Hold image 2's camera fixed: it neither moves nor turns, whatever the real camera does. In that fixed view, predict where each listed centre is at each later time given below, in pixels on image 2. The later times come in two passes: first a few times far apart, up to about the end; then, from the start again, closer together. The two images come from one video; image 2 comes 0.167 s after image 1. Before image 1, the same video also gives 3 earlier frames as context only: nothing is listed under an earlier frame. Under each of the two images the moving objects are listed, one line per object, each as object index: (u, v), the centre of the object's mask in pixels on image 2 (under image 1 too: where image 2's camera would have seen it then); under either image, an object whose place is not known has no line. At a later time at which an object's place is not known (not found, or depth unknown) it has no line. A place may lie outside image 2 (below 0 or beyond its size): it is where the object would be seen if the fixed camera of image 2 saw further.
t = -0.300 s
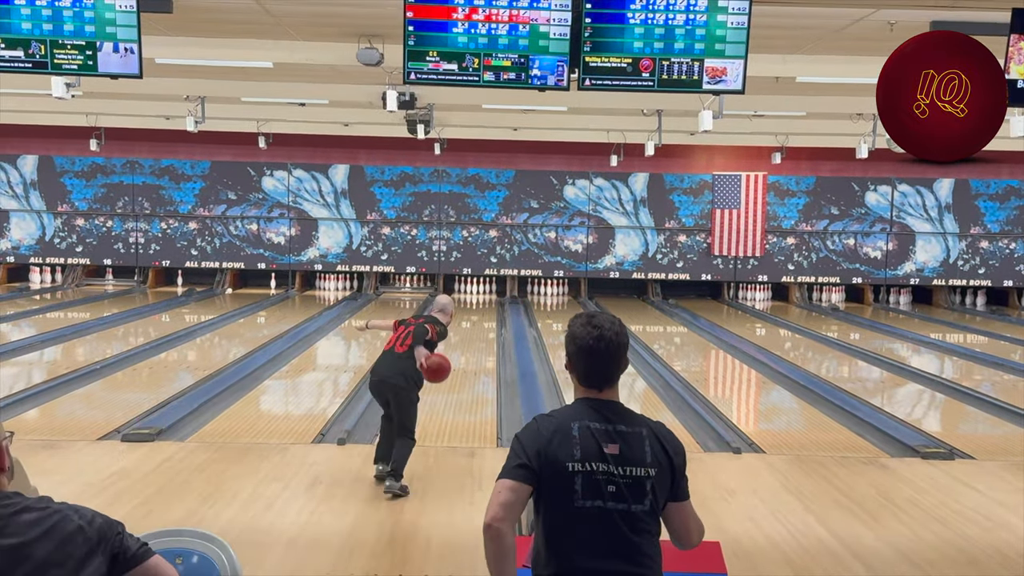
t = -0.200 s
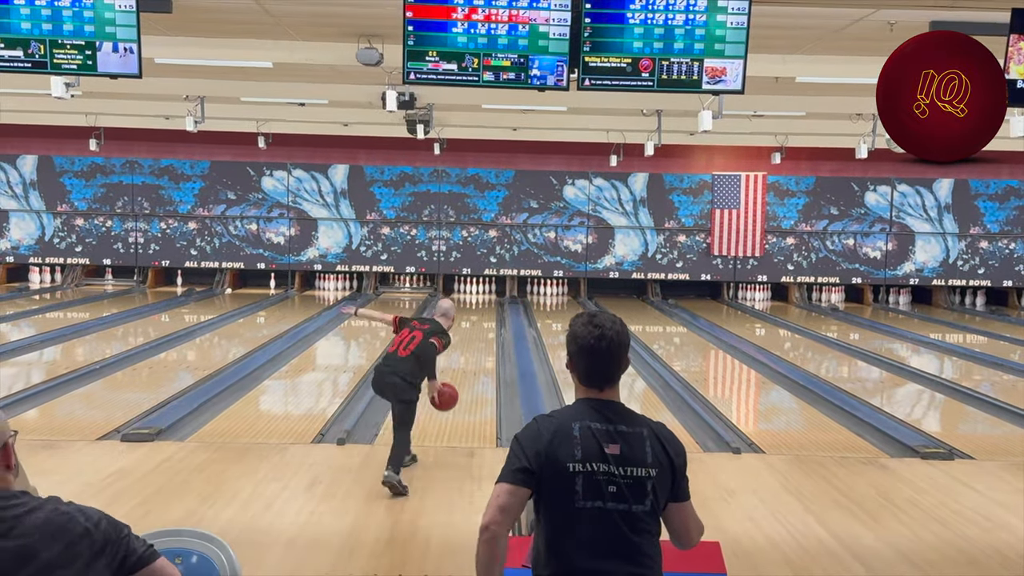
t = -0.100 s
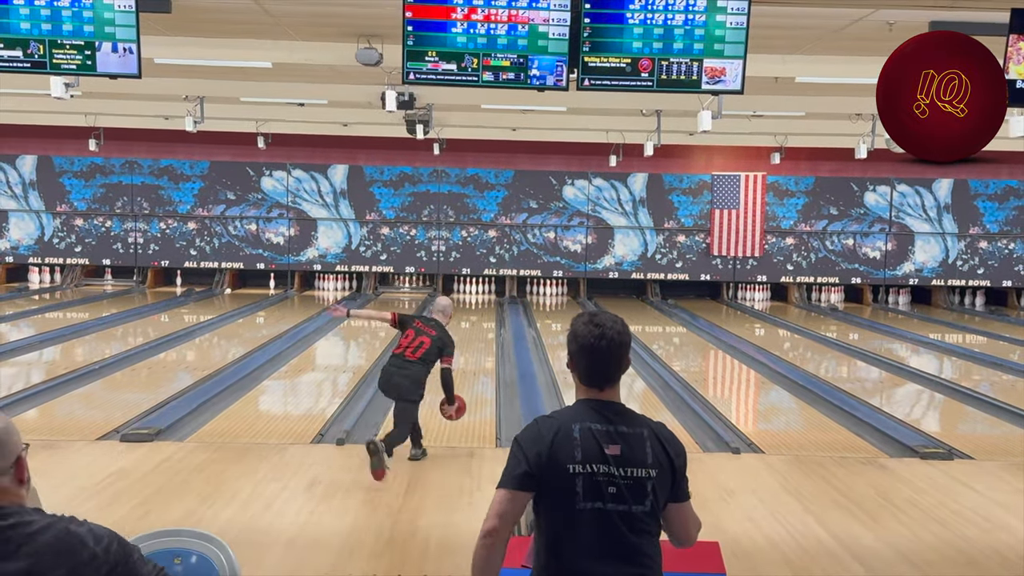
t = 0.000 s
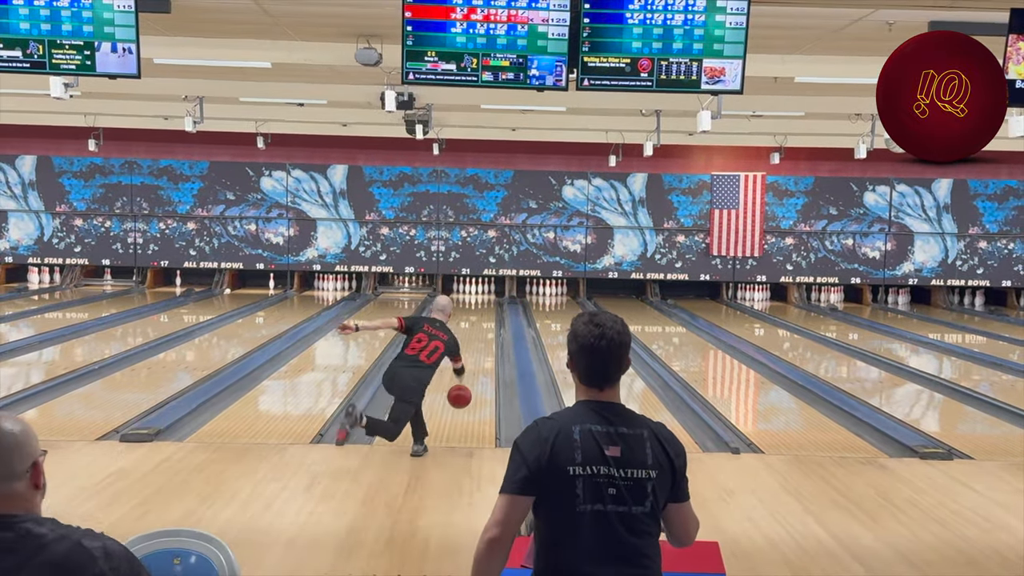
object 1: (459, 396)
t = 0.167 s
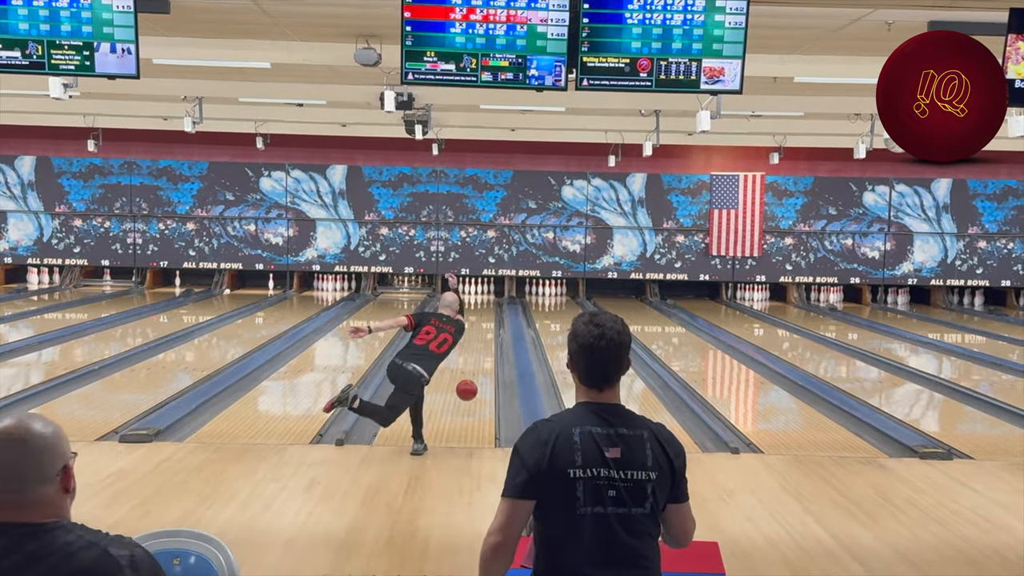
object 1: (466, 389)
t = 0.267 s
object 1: (470, 390)
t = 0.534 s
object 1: (478, 363)
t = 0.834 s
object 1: (485, 341)
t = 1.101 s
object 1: (488, 327)
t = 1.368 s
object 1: (490, 315)
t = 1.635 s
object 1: (490, 306)
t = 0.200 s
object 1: (468, 391)
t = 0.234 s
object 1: (469, 394)
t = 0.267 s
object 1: (470, 390)
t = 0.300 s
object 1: (471, 386)
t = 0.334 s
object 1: (473, 382)
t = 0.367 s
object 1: (474, 379)
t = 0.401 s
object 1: (475, 375)
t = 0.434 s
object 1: (476, 372)
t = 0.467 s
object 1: (477, 369)
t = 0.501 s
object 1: (478, 365)
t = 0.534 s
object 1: (478, 363)
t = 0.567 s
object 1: (479, 360)
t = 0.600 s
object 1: (480, 357)
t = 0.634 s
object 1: (481, 355)
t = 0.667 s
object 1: (482, 352)
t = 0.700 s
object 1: (482, 350)
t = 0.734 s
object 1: (483, 348)
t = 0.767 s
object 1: (483, 345)
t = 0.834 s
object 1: (485, 341)
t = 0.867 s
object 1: (485, 339)
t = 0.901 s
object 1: (486, 337)
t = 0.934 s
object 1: (486, 335)
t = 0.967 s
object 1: (487, 334)
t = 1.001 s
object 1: (487, 332)
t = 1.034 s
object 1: (487, 330)
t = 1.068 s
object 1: (488, 328)
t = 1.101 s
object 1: (488, 327)
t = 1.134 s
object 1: (488, 325)
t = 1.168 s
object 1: (489, 324)
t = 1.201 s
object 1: (489, 322)
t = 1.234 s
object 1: (489, 321)
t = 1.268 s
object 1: (489, 319)
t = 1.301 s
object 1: (490, 318)
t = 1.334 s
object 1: (490, 317)
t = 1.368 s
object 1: (490, 315)
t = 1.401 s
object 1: (491, 314)
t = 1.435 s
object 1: (491, 313)
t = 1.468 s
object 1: (490, 312)
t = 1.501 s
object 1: (490, 311)
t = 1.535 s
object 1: (491, 310)
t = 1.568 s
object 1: (490, 308)
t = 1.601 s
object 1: (490, 307)
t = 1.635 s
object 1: (490, 306)
